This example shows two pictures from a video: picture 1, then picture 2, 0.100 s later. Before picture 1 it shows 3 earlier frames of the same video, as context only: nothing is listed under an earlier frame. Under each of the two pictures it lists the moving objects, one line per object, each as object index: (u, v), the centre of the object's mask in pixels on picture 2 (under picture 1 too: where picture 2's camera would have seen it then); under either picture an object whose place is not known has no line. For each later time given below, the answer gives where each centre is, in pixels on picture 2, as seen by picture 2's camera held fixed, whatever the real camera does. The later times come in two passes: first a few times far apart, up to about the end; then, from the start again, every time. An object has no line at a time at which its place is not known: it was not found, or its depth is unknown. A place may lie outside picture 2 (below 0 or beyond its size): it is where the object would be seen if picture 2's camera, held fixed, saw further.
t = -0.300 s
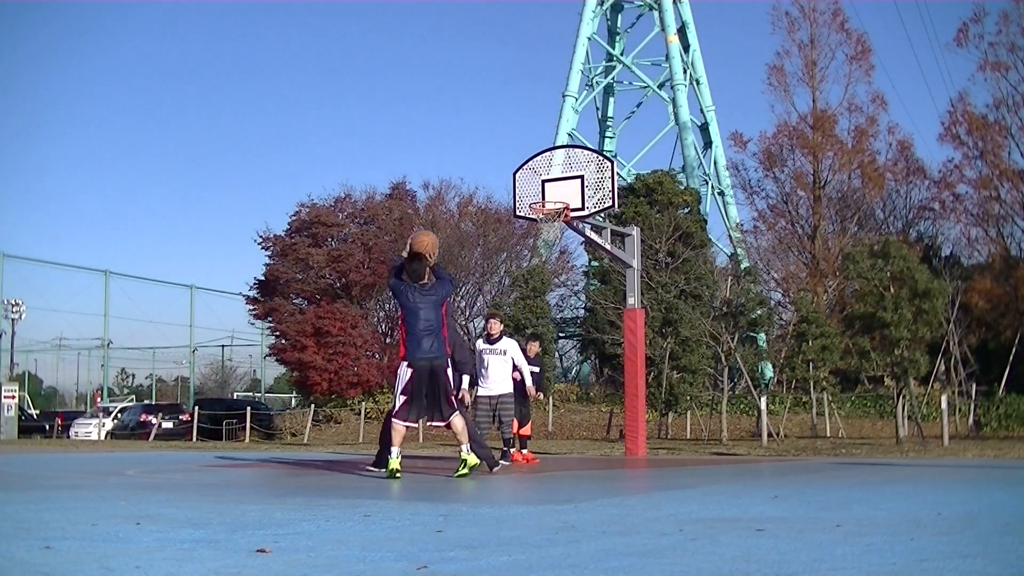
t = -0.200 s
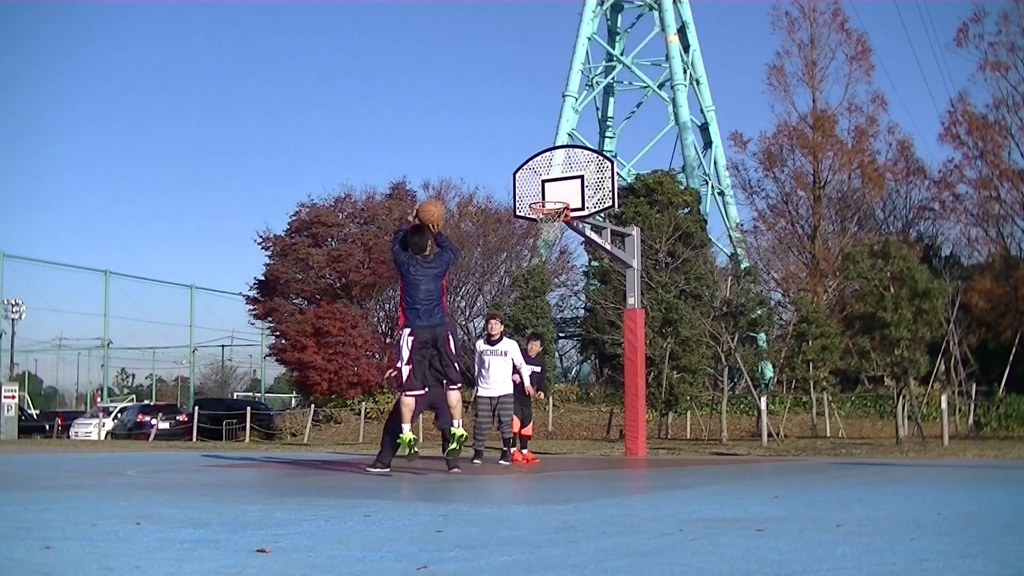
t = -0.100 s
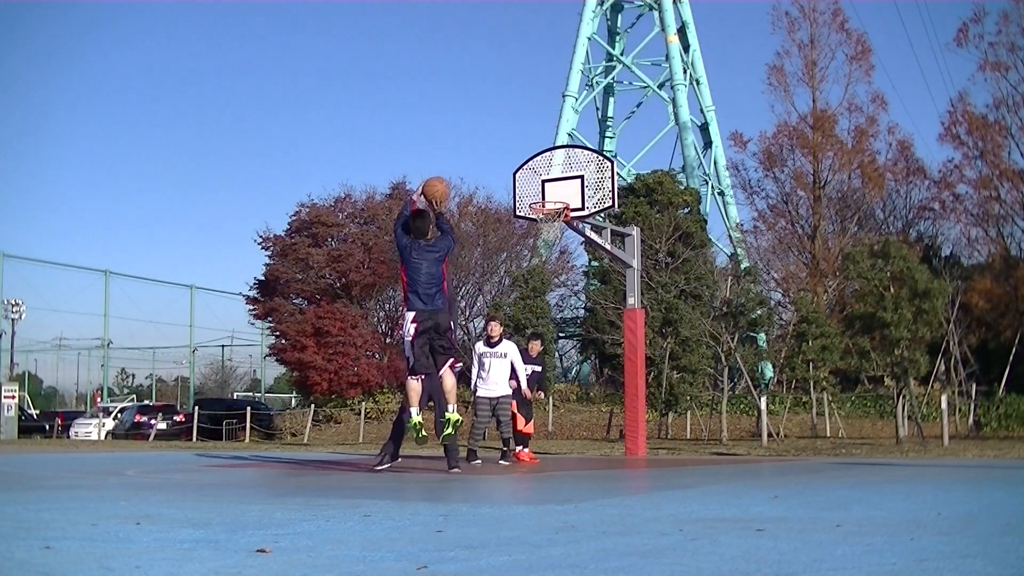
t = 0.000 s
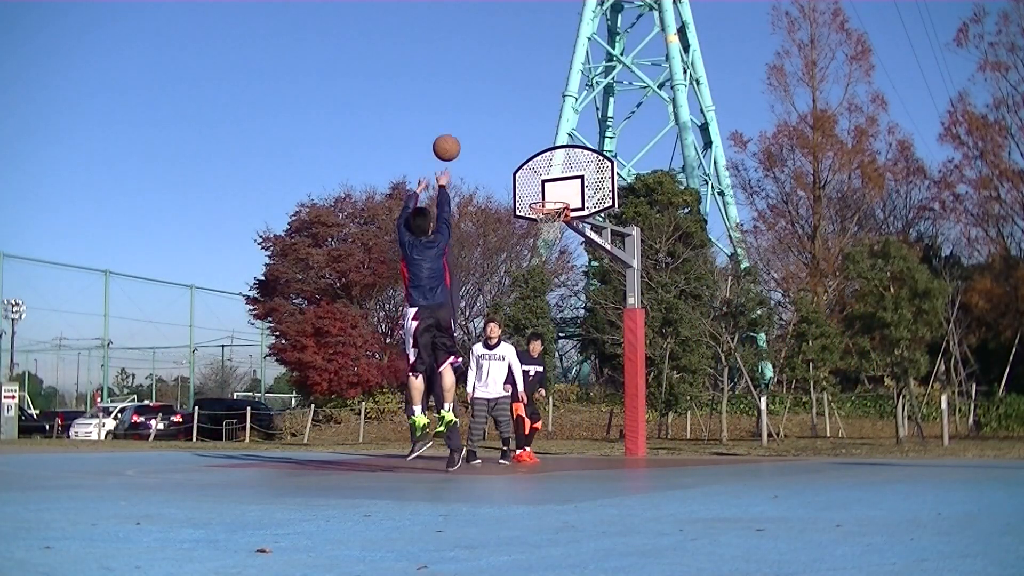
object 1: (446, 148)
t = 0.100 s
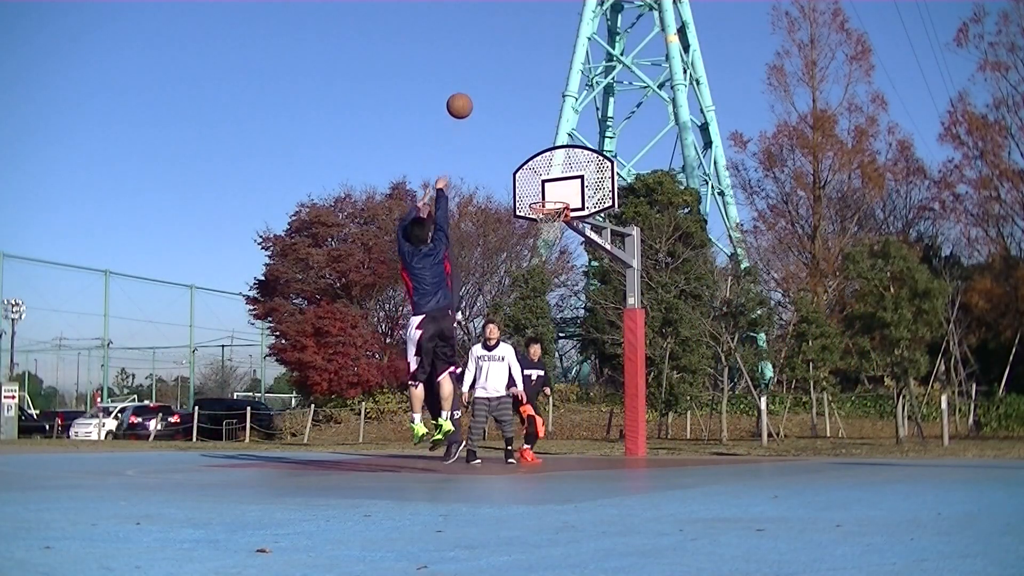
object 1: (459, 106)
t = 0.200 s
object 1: (471, 78)
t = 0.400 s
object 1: (493, 58)
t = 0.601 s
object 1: (513, 75)
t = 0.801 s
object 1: (530, 124)
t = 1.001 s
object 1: (546, 190)
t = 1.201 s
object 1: (553, 156)
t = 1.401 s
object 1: (555, 150)
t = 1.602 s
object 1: (545, 162)
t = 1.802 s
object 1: (540, 189)
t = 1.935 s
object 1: (542, 184)
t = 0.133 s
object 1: (463, 95)
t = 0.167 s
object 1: (467, 86)
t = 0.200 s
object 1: (471, 78)
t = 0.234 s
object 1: (475, 72)
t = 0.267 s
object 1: (479, 67)
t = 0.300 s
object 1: (482, 63)
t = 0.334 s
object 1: (486, 60)
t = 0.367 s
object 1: (490, 58)
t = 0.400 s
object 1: (493, 58)
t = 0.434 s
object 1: (496, 58)
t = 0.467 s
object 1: (500, 60)
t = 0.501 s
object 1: (503, 62)
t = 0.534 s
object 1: (506, 66)
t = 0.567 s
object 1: (510, 70)
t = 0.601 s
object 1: (513, 75)
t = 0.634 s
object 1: (516, 81)
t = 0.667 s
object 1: (519, 88)
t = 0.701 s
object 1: (522, 96)
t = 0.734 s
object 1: (524, 105)
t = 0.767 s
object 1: (527, 114)
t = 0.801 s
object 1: (530, 124)
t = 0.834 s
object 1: (533, 135)
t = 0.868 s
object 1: (536, 147)
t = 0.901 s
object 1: (538, 159)
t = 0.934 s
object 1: (541, 172)
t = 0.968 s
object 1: (544, 186)
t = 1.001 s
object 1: (546, 190)
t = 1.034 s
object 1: (547, 182)
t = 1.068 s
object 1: (549, 175)
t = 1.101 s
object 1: (550, 169)
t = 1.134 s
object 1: (551, 164)
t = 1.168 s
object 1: (552, 160)
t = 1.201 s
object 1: (553, 156)
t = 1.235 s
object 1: (555, 155)
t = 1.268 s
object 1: (556, 153)
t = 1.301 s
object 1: (557, 153)
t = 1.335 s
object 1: (558, 152)
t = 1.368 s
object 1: (556, 151)
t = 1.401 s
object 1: (555, 150)
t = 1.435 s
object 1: (553, 150)
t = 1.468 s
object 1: (552, 150)
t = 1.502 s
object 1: (550, 152)
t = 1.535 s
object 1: (549, 154)
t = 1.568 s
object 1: (547, 158)
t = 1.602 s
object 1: (545, 162)
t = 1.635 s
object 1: (544, 168)
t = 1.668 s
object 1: (543, 174)
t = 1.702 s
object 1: (541, 181)
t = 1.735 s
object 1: (540, 189)
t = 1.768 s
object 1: (539, 192)
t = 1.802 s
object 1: (540, 189)
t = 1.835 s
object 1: (540, 186)
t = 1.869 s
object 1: (541, 184)
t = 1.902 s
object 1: (542, 184)
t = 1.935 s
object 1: (542, 184)
